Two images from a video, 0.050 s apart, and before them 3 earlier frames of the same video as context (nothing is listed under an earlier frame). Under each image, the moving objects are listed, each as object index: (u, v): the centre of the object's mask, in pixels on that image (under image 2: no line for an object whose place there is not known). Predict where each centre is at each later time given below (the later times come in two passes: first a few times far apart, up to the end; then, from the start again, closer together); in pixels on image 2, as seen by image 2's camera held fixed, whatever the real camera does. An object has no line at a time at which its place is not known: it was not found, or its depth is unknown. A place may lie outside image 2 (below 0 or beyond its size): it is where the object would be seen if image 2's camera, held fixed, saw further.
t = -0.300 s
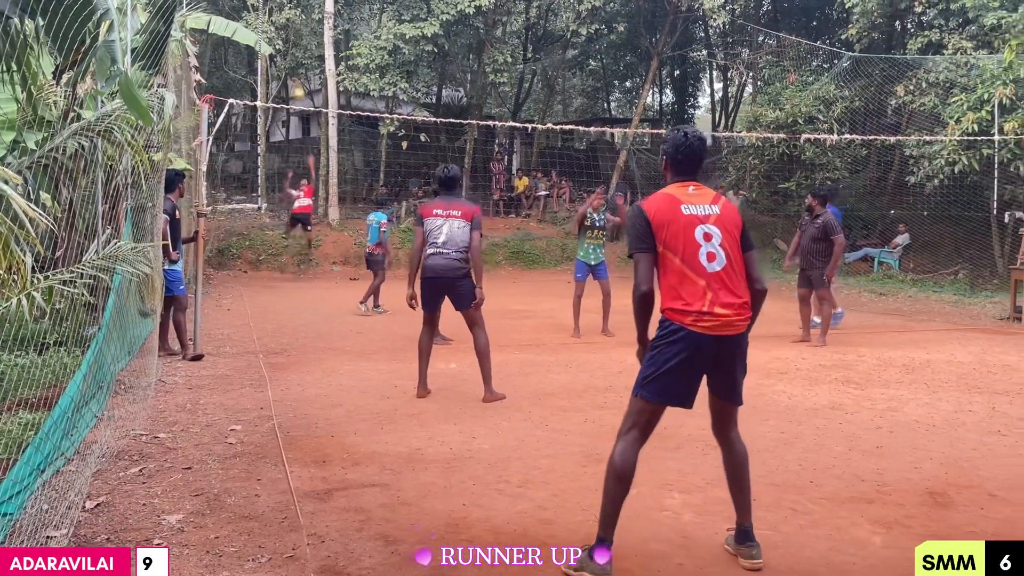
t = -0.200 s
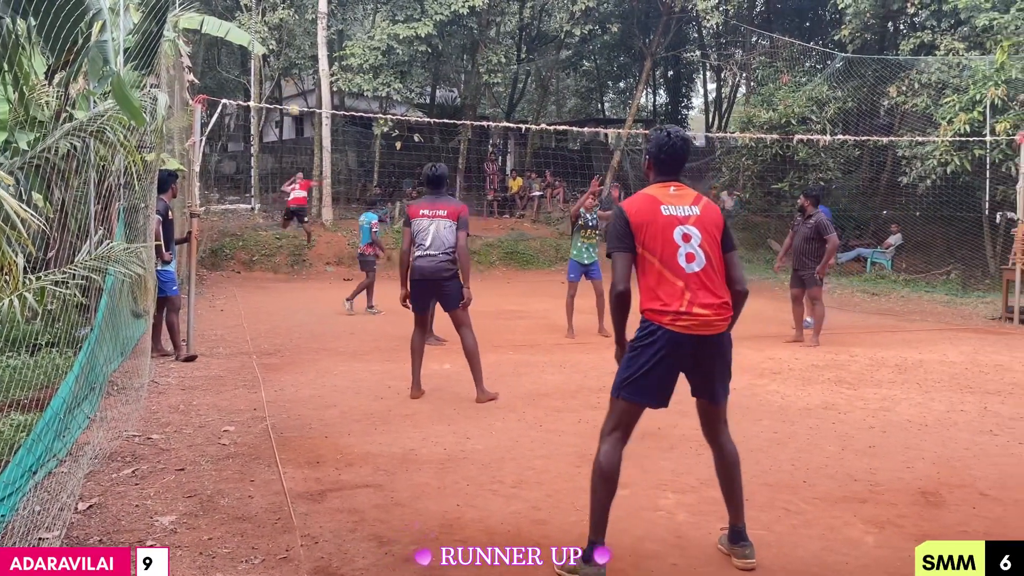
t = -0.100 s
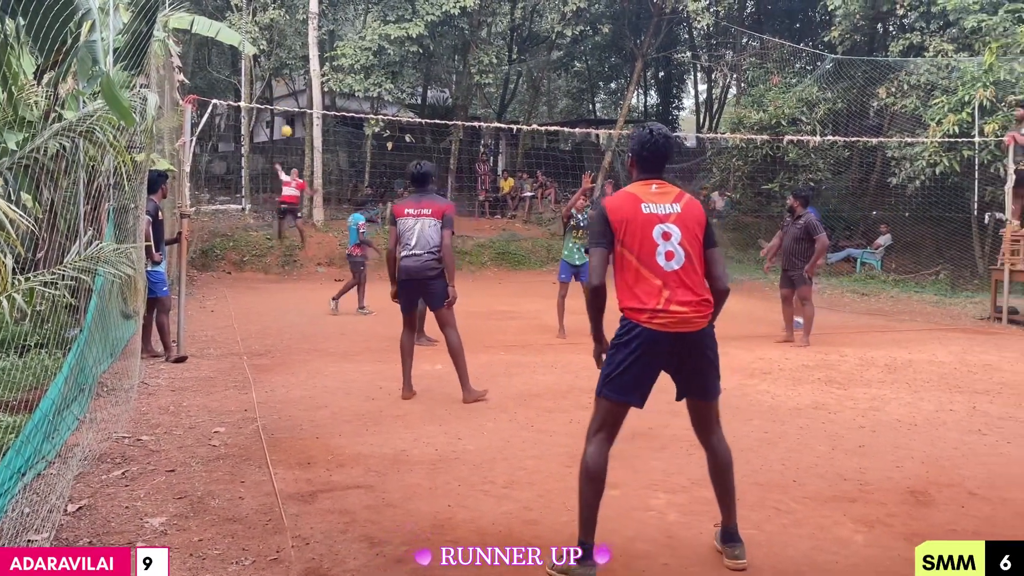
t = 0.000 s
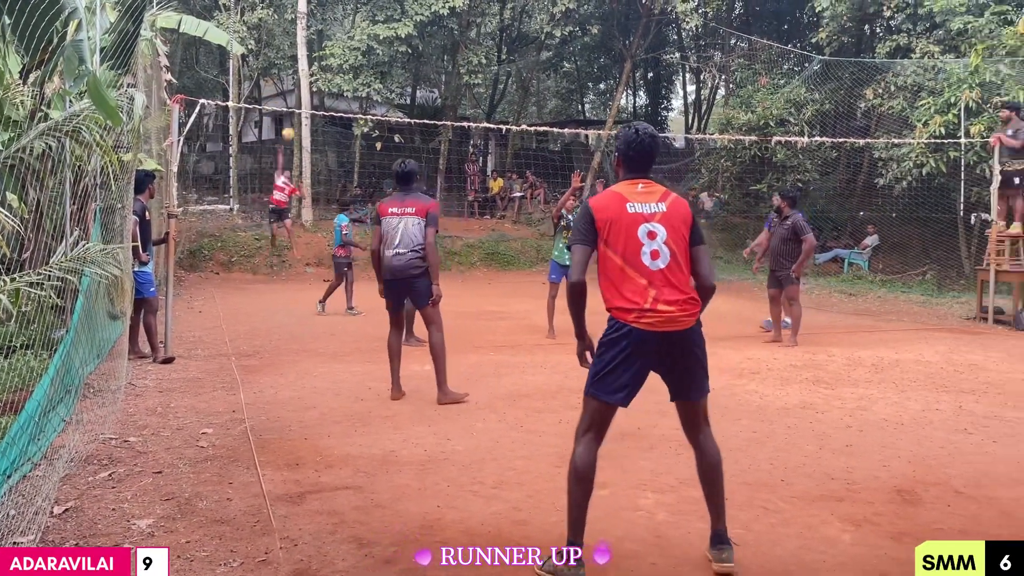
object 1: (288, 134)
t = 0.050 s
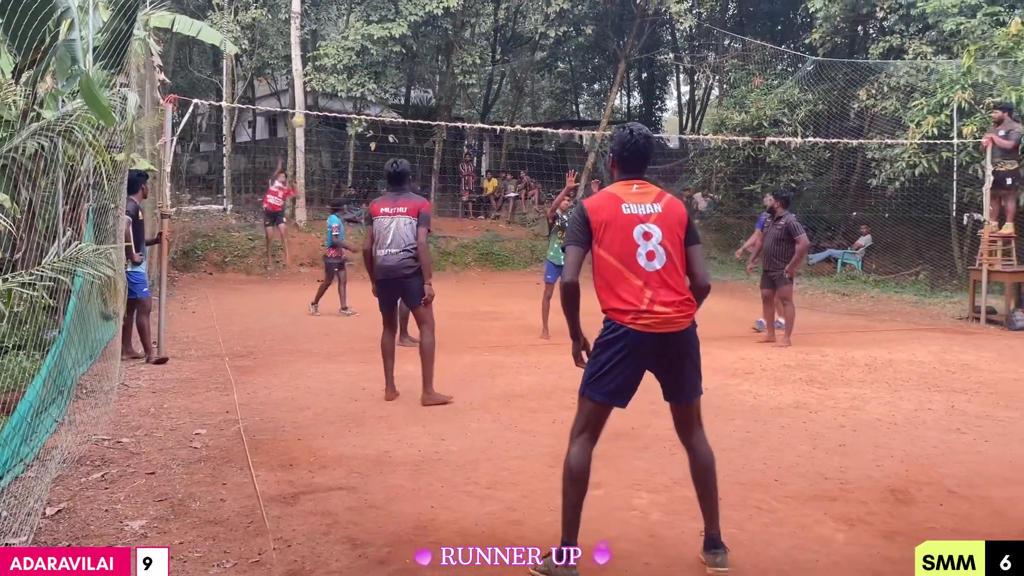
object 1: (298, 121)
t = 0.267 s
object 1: (388, 82)
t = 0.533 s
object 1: (580, 107)
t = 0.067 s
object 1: (305, 117)
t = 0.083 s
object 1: (309, 113)
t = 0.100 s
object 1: (316, 108)
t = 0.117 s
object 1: (322, 105)
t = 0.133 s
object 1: (328, 102)
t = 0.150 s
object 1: (335, 98)
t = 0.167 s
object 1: (342, 96)
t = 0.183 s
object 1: (350, 92)
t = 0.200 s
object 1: (357, 91)
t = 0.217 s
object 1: (364, 87)
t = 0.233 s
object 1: (372, 86)
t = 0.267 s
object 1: (388, 82)
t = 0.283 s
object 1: (397, 80)
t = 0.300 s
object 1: (406, 79)
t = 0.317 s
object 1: (416, 78)
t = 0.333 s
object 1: (426, 78)
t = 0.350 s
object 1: (435, 78)
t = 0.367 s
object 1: (446, 78)
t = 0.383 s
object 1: (457, 78)
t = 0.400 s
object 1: (468, 80)
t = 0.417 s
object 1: (480, 81)
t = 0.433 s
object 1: (494, 83)
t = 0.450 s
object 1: (506, 85)
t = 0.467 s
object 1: (520, 89)
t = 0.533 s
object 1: (580, 107)
